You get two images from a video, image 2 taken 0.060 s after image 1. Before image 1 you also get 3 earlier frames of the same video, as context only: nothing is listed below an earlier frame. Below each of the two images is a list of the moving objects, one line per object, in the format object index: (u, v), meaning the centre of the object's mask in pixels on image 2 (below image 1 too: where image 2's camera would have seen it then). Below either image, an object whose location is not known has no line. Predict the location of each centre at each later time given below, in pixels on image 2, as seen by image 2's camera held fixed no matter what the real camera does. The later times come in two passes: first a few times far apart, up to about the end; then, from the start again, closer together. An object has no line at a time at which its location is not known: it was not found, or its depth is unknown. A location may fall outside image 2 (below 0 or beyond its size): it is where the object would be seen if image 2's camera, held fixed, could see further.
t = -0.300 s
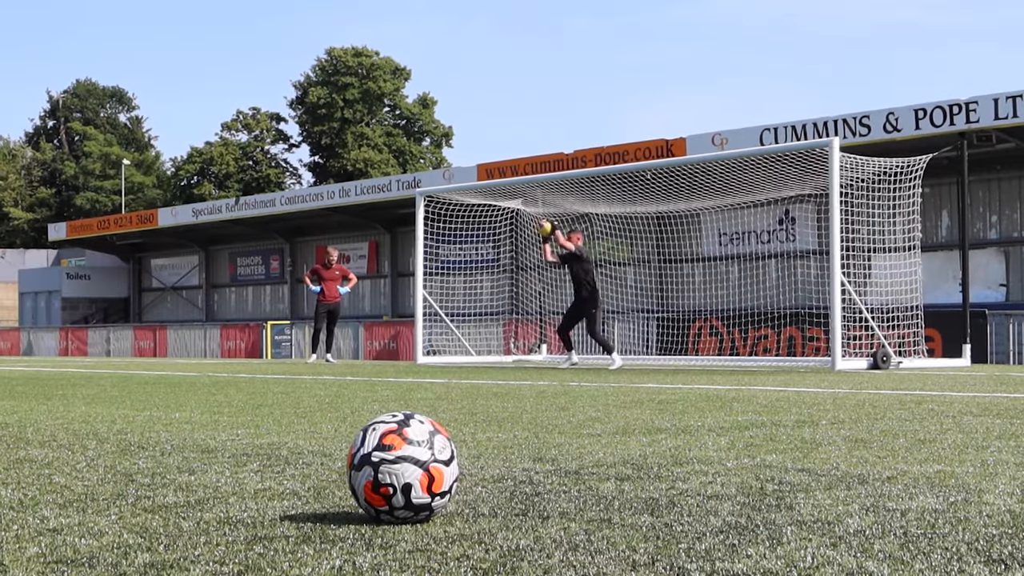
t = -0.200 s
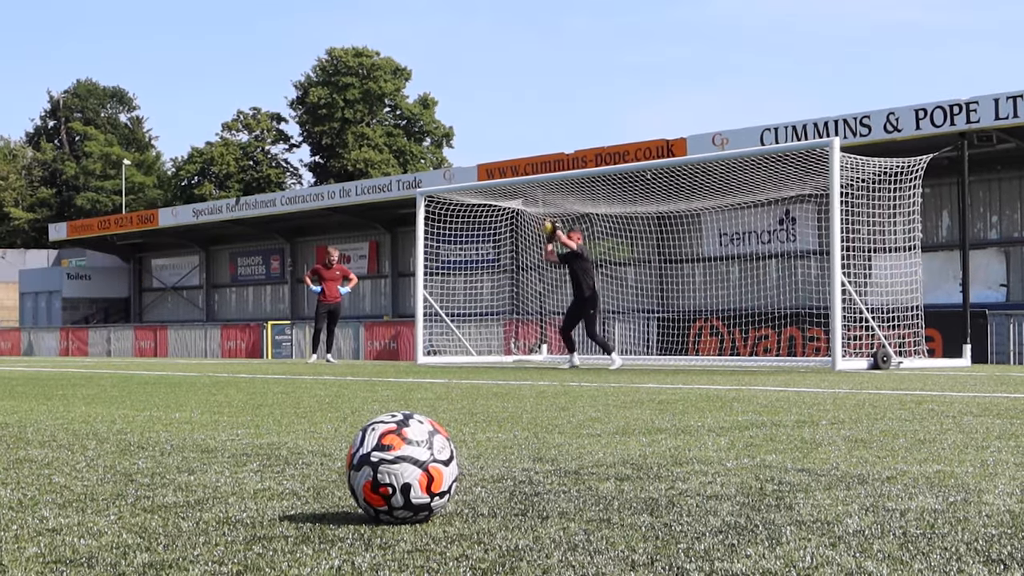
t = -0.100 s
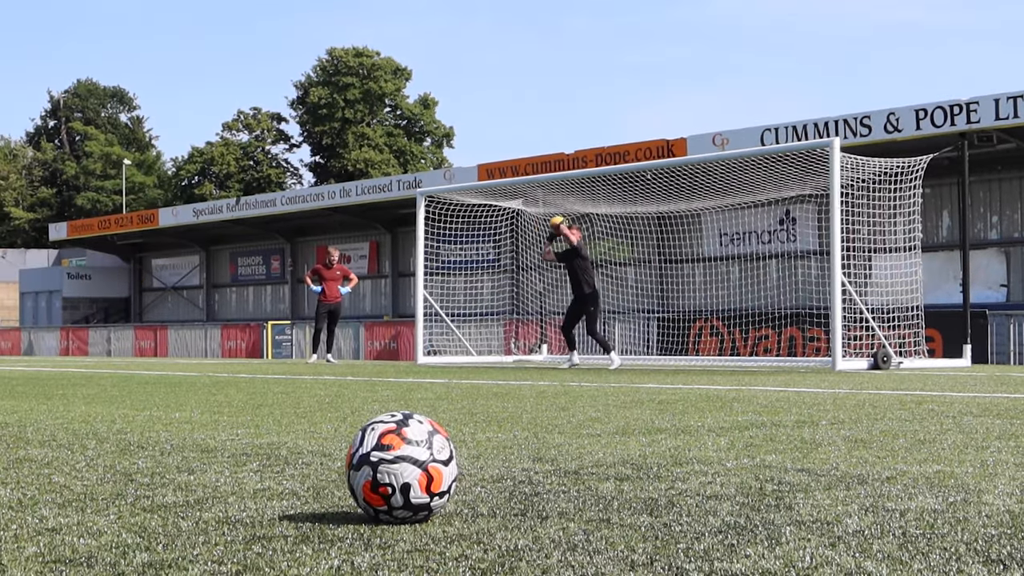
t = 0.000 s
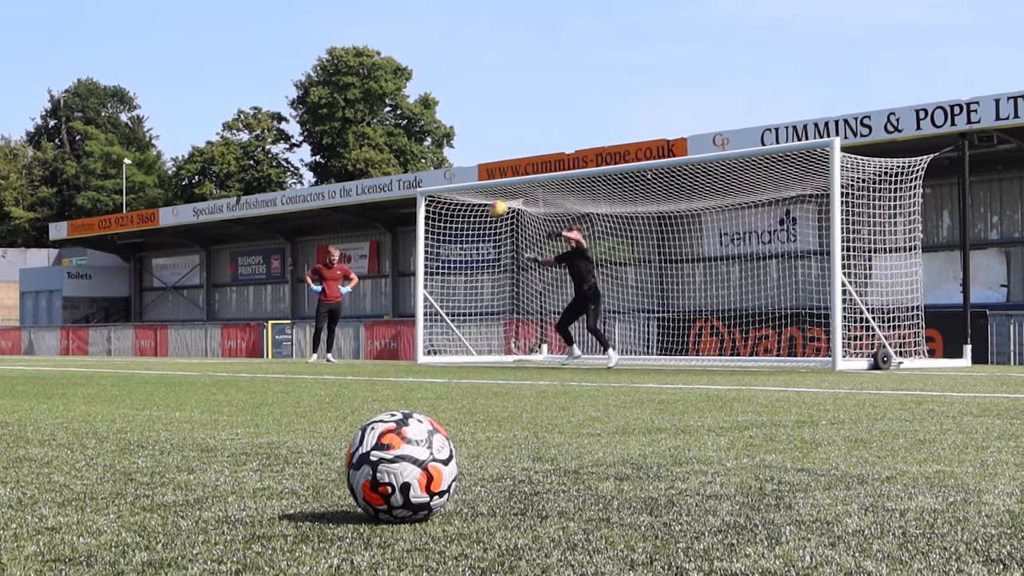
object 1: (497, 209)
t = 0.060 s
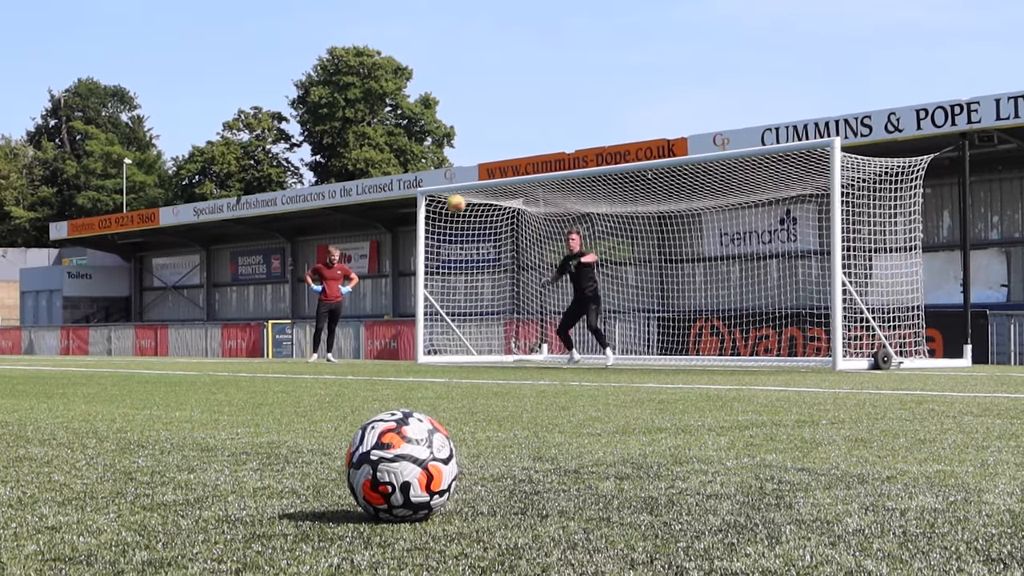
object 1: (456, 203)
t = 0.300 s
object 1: (271, 209)
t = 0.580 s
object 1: (18, 277)
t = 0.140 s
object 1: (396, 201)
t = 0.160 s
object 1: (381, 201)
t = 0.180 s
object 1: (367, 201)
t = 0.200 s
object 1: (351, 202)
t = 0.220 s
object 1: (335, 202)
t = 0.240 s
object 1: (319, 204)
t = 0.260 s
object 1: (303, 205)
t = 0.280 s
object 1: (288, 206)
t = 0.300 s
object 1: (271, 209)
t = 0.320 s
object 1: (255, 211)
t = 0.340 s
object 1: (237, 214)
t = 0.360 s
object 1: (220, 217)
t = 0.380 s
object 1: (202, 220)
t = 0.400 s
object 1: (185, 224)
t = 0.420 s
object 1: (168, 229)
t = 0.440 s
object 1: (150, 233)
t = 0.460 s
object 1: (132, 239)
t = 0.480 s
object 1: (113, 244)
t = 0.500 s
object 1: (95, 249)
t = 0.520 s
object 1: (77, 254)
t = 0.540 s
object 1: (58, 262)
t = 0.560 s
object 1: (38, 270)
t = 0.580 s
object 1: (18, 277)
